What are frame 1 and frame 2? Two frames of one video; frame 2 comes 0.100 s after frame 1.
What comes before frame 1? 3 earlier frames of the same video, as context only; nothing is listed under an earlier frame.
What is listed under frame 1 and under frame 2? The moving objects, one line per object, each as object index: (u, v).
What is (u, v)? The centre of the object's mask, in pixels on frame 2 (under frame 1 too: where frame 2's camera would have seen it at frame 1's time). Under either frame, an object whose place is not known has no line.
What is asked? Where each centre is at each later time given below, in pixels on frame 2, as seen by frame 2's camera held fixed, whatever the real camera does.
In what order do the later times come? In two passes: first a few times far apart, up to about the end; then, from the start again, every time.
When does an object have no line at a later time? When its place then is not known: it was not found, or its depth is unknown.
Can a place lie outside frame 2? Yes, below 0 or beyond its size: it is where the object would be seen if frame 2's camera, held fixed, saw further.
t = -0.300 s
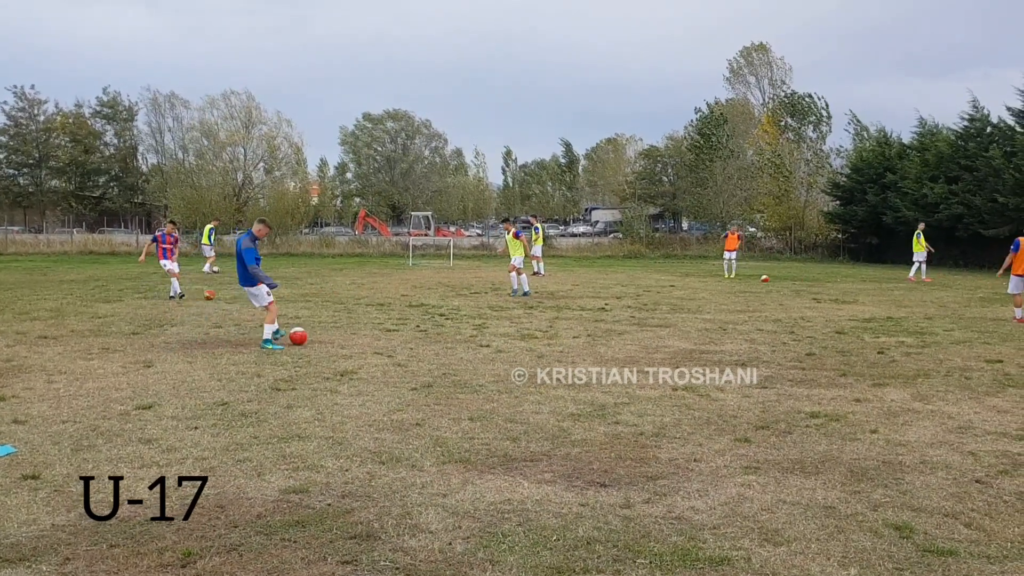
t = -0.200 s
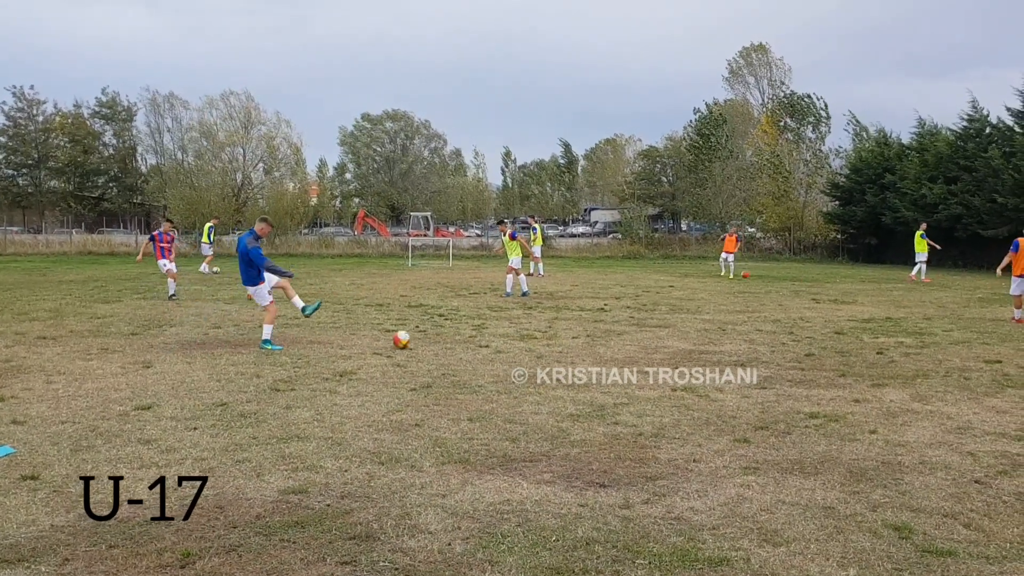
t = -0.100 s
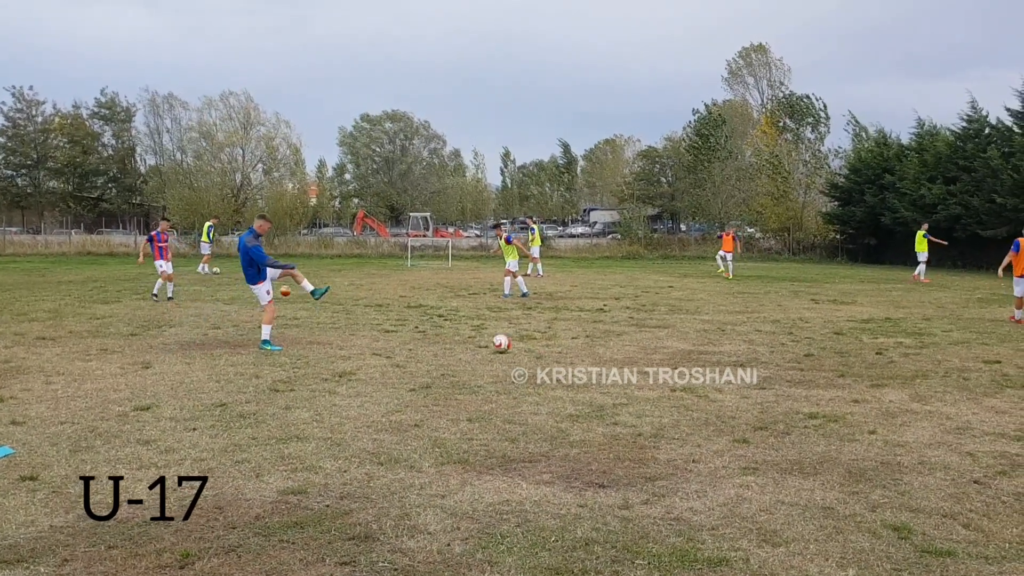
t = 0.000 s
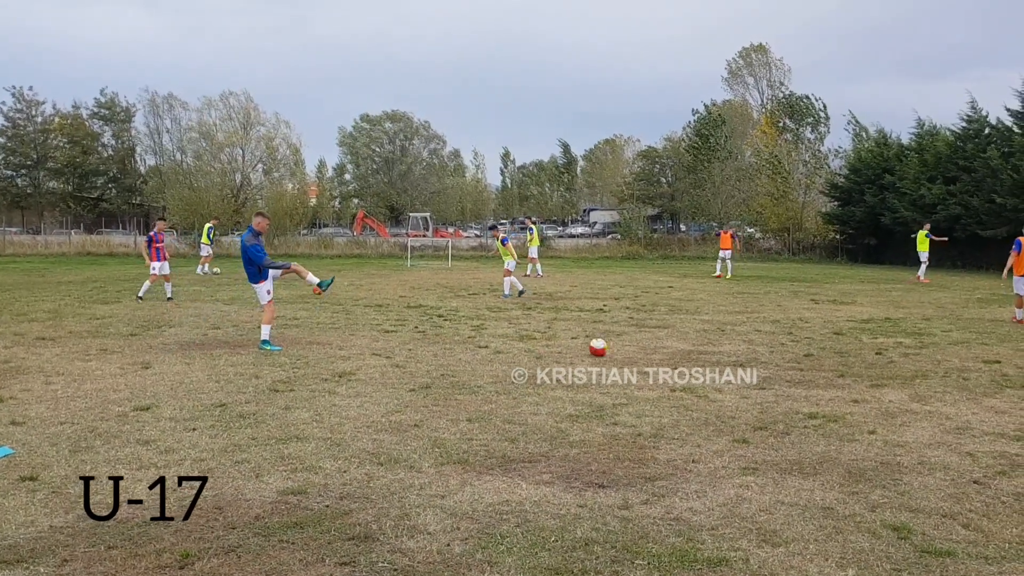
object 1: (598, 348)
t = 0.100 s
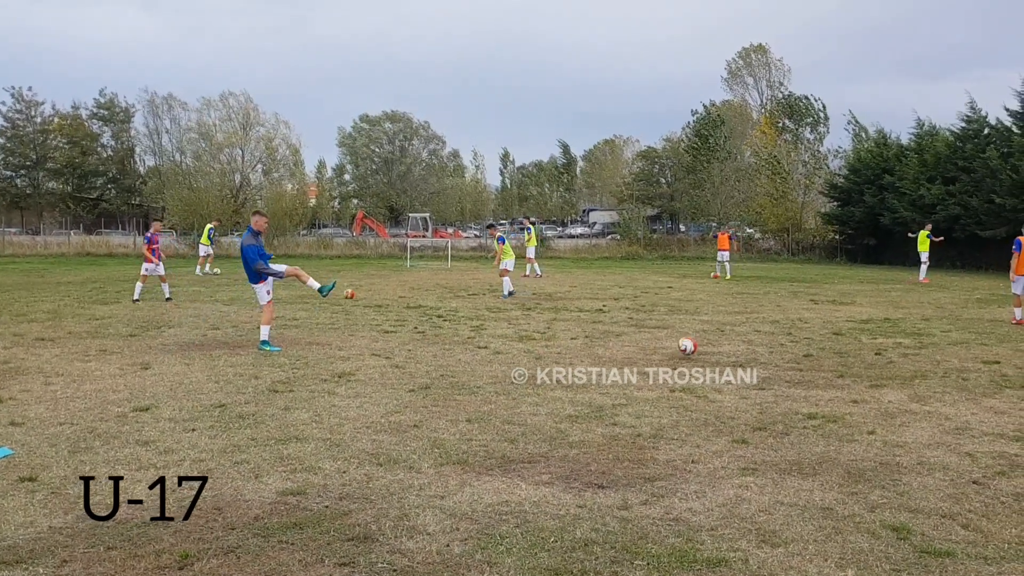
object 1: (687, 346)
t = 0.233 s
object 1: (804, 352)
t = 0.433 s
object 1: (952, 353)
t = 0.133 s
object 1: (717, 347)
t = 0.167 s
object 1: (747, 349)
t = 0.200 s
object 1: (777, 352)
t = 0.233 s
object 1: (804, 352)
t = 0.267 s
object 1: (829, 349)
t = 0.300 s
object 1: (853, 347)
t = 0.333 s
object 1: (878, 347)
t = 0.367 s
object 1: (904, 348)
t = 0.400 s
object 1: (928, 350)
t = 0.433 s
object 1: (952, 353)
